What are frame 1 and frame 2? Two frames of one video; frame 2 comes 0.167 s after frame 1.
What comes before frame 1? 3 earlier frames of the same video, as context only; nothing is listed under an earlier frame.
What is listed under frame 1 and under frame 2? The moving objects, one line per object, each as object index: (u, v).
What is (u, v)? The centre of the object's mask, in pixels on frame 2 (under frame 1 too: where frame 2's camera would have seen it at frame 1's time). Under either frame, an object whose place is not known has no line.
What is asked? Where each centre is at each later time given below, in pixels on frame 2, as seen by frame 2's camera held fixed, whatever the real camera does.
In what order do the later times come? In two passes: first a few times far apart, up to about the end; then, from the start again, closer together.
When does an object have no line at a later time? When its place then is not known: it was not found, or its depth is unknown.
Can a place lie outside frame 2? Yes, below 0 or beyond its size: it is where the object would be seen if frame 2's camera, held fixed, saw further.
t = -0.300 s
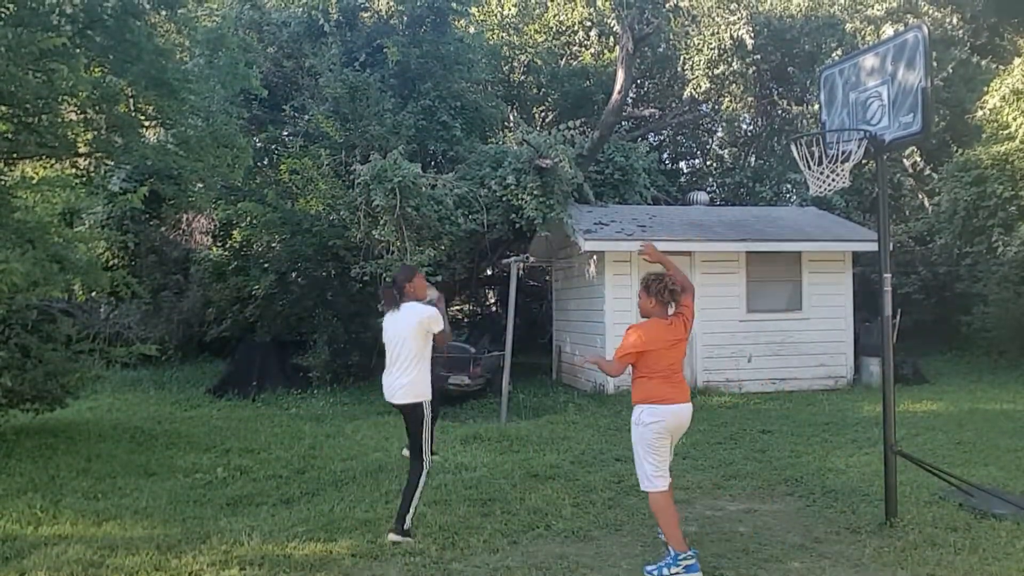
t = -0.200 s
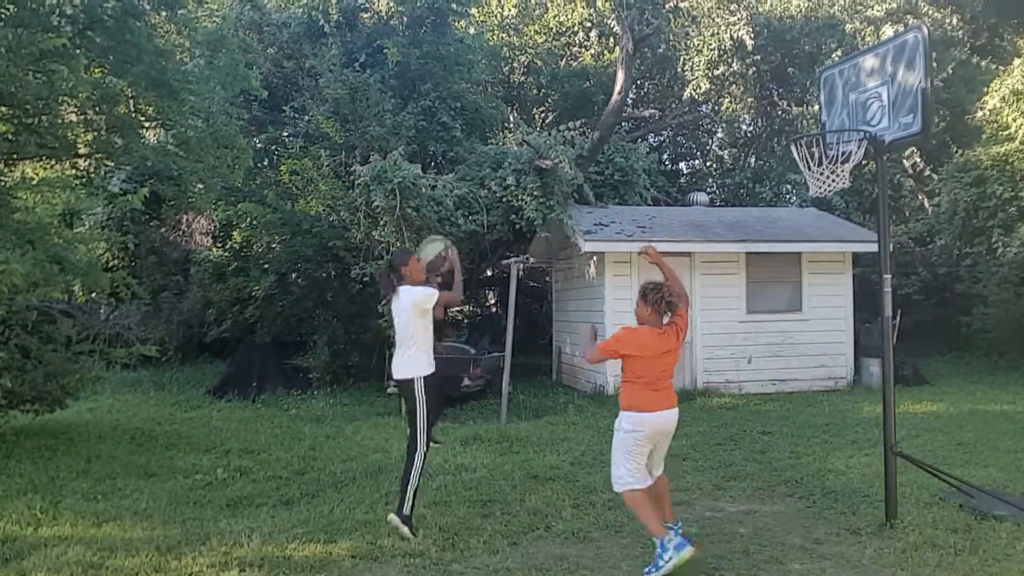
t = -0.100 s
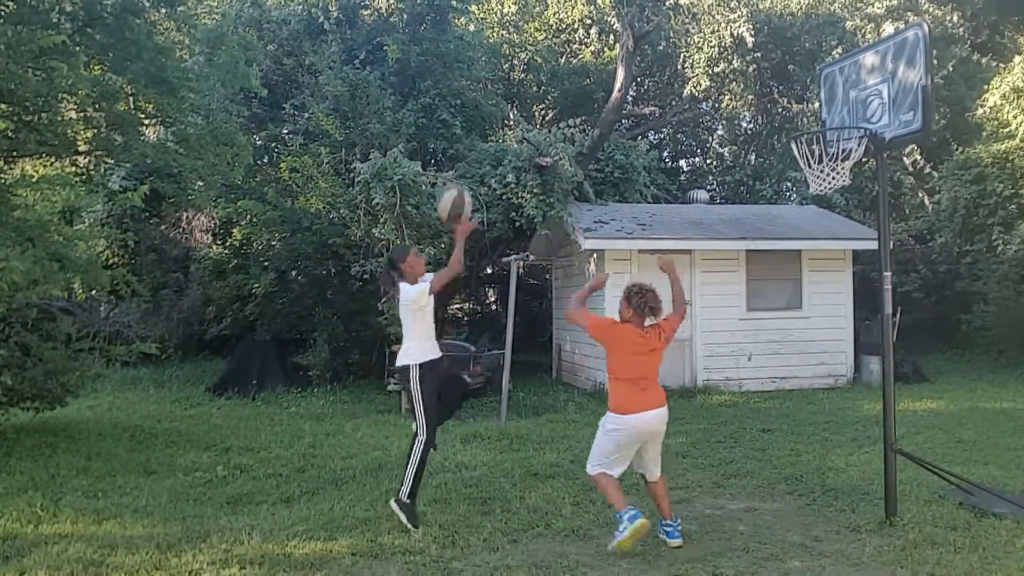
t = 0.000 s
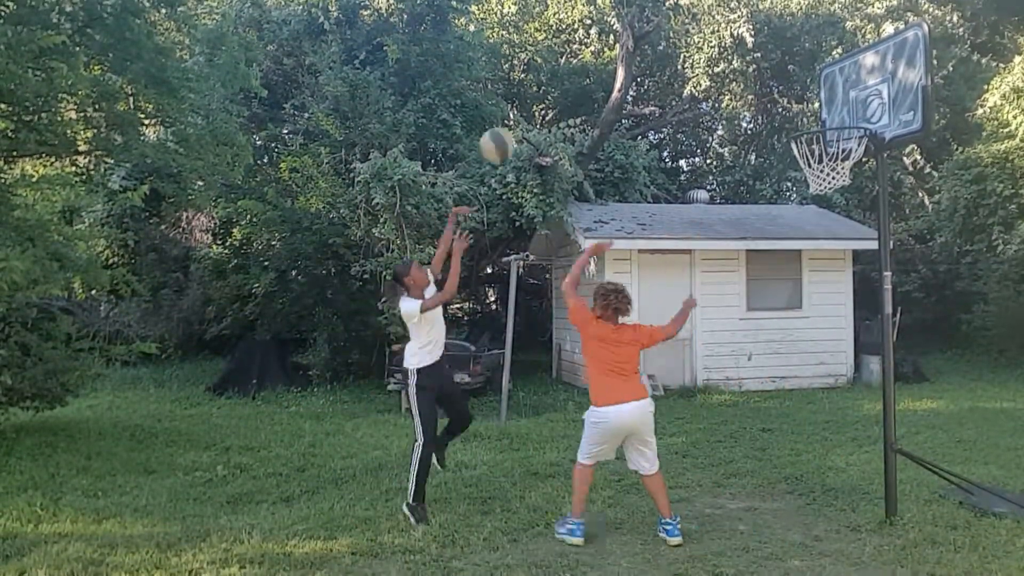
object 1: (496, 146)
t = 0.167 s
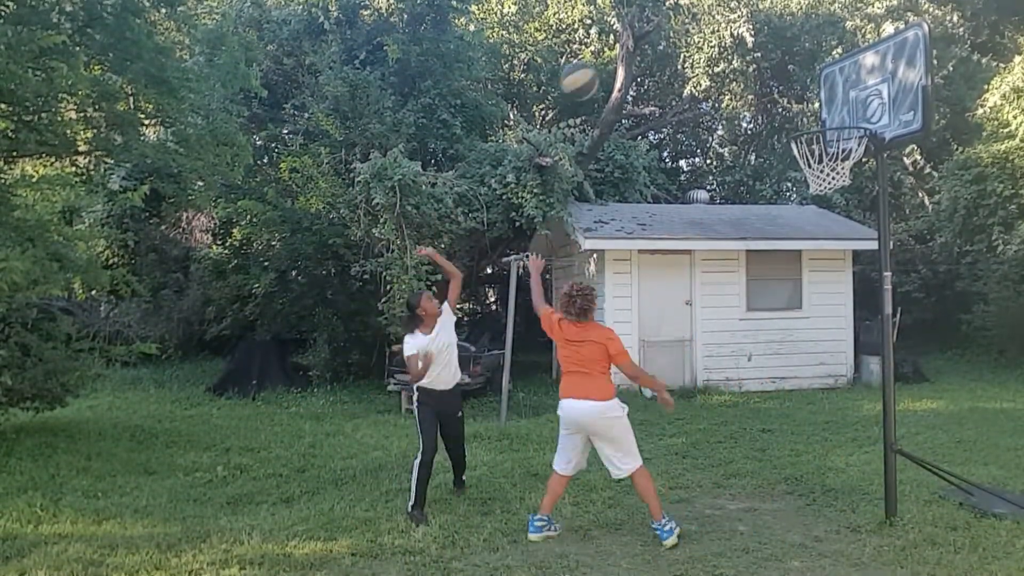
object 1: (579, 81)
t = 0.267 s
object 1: (631, 60)
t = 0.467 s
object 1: (733, 65)
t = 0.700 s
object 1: (852, 151)
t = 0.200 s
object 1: (596, 73)
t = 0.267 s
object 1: (631, 60)
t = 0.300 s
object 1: (648, 56)
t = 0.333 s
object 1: (664, 53)
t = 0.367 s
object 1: (682, 53)
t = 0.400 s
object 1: (698, 57)
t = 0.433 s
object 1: (716, 61)
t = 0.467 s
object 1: (733, 65)
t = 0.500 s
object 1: (752, 73)
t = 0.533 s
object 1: (768, 81)
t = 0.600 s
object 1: (802, 105)
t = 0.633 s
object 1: (820, 117)
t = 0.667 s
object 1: (840, 134)
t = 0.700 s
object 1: (852, 151)
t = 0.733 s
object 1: (852, 166)
